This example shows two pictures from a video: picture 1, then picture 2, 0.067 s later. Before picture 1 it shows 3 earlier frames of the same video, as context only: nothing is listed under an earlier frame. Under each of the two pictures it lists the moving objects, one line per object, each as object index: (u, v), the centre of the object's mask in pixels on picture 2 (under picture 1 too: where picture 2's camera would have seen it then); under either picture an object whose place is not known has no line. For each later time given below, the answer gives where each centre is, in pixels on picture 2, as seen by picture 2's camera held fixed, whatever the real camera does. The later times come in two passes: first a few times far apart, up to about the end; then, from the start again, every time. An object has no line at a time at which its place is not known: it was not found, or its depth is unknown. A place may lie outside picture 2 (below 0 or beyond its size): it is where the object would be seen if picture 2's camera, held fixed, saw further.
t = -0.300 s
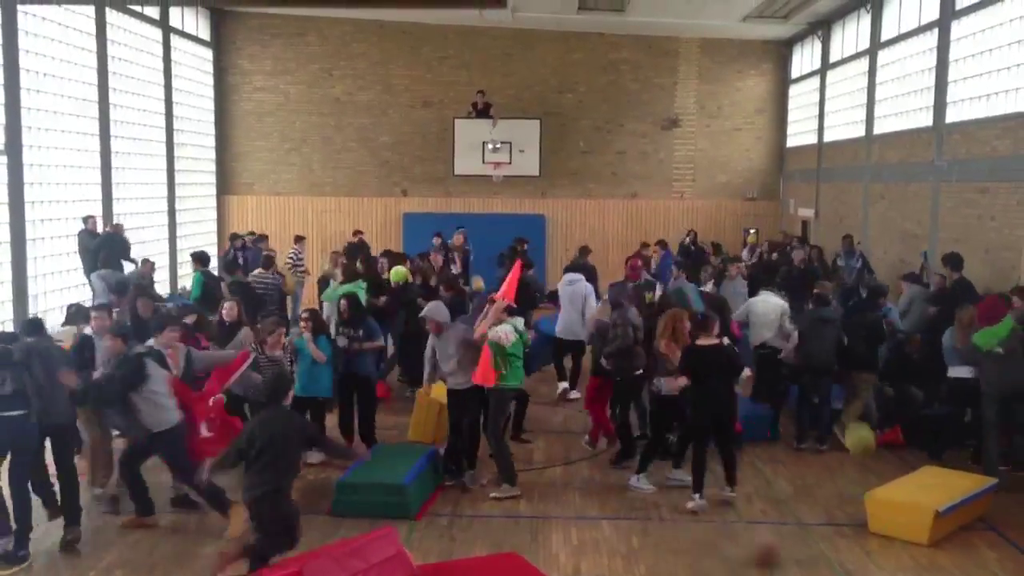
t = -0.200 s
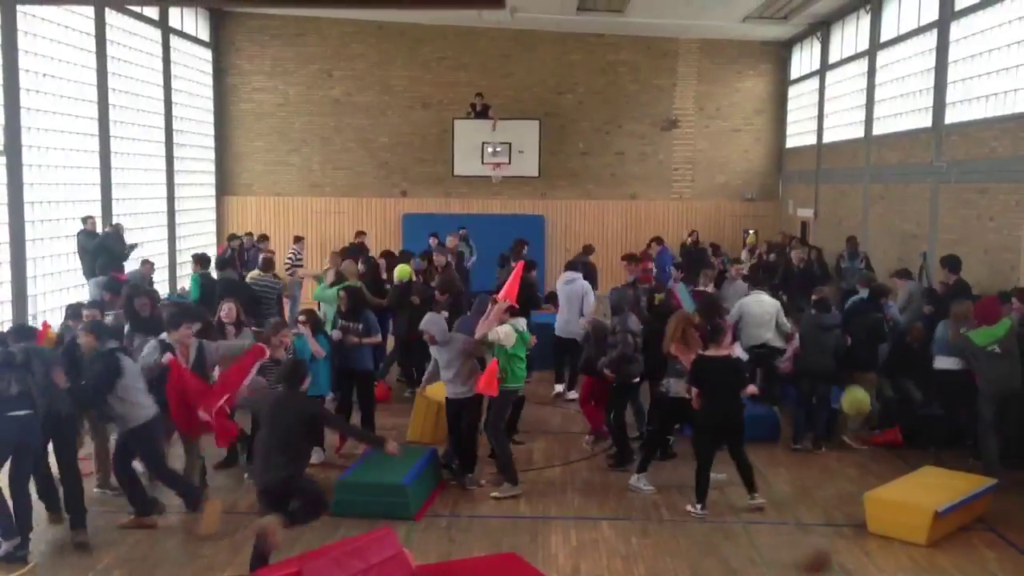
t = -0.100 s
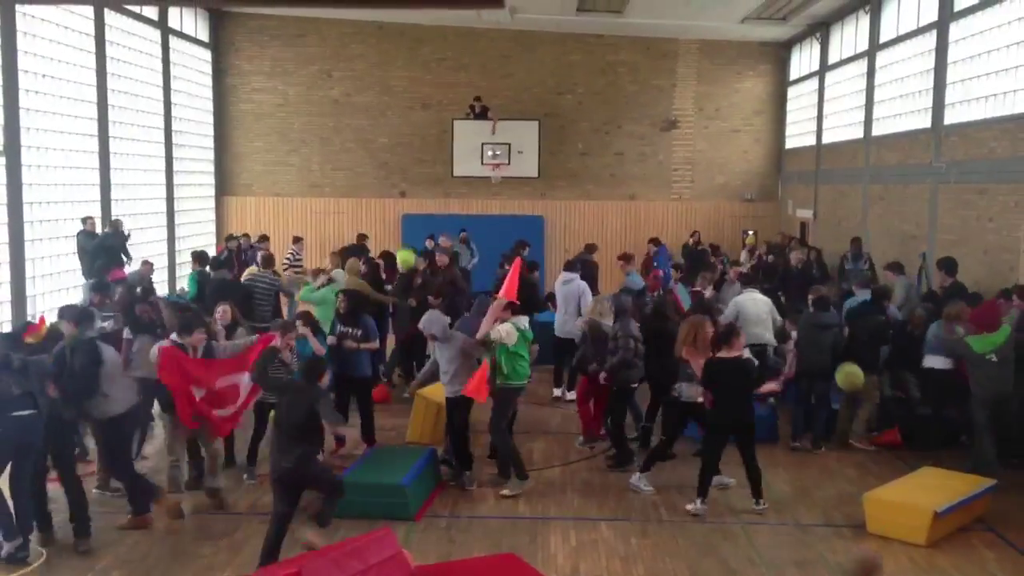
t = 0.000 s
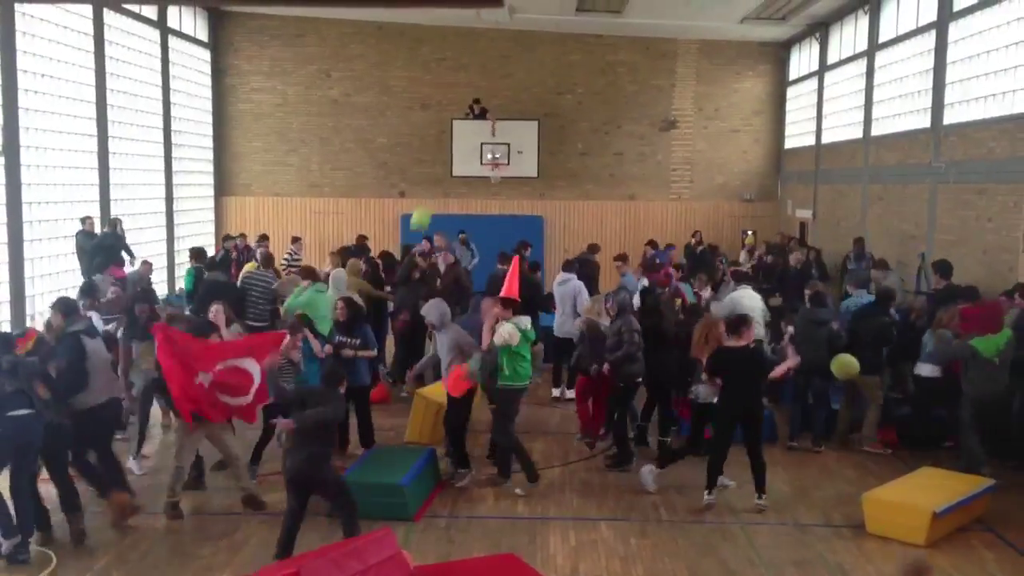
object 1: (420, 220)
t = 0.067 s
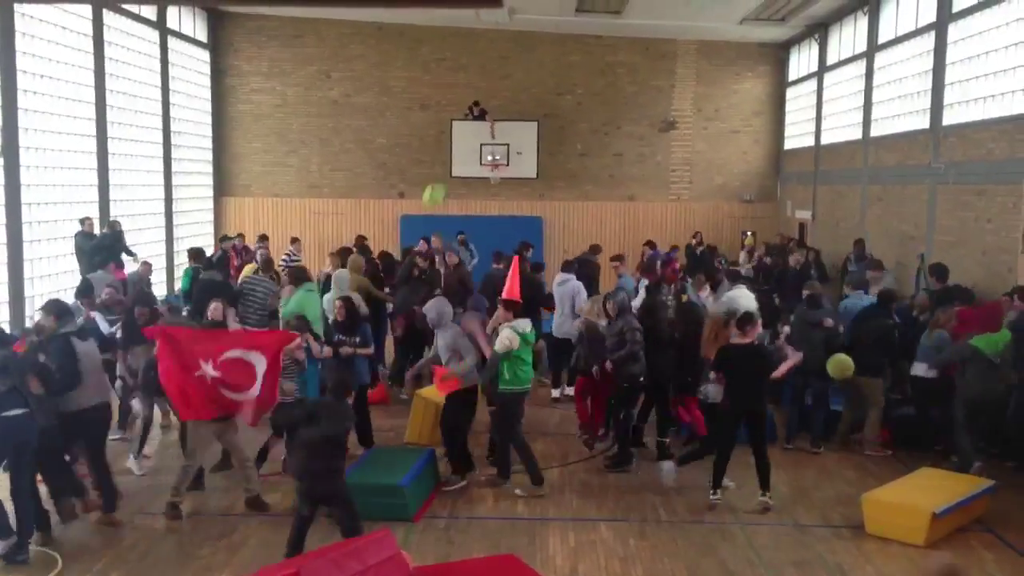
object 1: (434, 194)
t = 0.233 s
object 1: (468, 146)
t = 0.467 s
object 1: (519, 111)
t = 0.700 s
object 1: (574, 127)
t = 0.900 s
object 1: (624, 184)
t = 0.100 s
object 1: (440, 182)
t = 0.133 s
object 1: (445, 172)
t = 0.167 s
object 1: (453, 164)
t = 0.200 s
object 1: (460, 155)
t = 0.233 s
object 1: (468, 146)
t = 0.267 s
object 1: (475, 138)
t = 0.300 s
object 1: (482, 131)
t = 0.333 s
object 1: (491, 125)
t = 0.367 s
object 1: (497, 119)
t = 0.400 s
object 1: (503, 117)
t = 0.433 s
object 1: (512, 113)
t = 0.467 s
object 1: (519, 111)
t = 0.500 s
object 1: (527, 110)
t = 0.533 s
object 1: (534, 110)
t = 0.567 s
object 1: (542, 111)
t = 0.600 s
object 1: (549, 113)
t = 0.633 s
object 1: (557, 117)
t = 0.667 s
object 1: (565, 121)
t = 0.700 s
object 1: (574, 127)
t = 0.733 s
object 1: (582, 133)
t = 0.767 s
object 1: (590, 141)
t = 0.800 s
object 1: (599, 151)
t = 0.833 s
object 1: (607, 160)
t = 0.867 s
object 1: (616, 172)
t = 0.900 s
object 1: (624, 184)
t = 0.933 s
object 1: (633, 197)
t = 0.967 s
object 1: (643, 215)
